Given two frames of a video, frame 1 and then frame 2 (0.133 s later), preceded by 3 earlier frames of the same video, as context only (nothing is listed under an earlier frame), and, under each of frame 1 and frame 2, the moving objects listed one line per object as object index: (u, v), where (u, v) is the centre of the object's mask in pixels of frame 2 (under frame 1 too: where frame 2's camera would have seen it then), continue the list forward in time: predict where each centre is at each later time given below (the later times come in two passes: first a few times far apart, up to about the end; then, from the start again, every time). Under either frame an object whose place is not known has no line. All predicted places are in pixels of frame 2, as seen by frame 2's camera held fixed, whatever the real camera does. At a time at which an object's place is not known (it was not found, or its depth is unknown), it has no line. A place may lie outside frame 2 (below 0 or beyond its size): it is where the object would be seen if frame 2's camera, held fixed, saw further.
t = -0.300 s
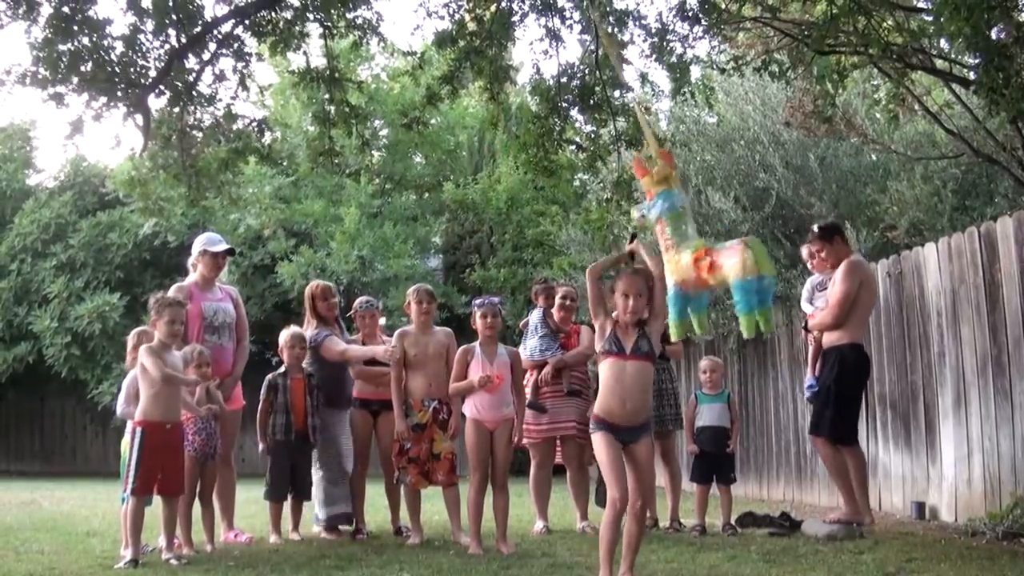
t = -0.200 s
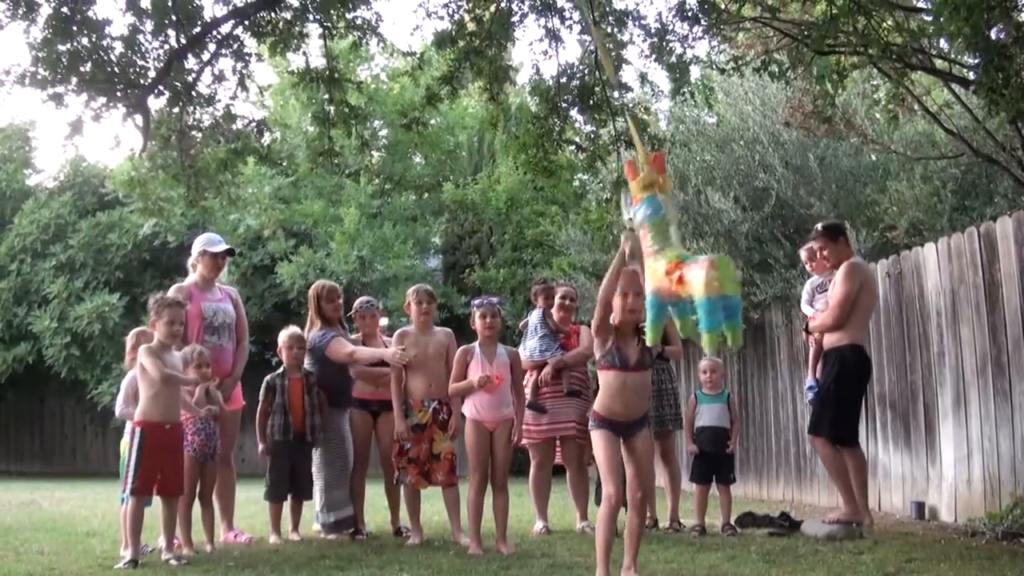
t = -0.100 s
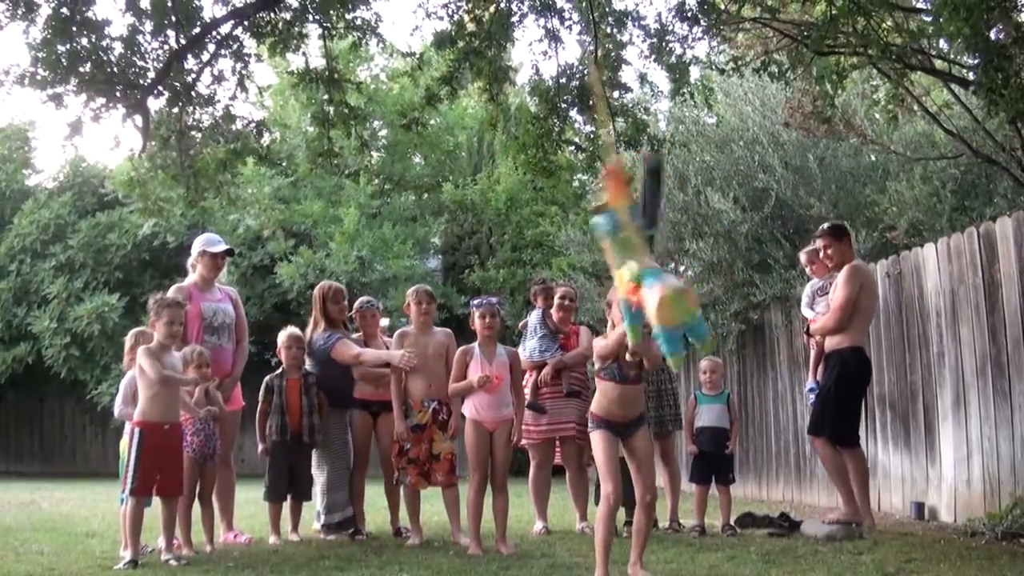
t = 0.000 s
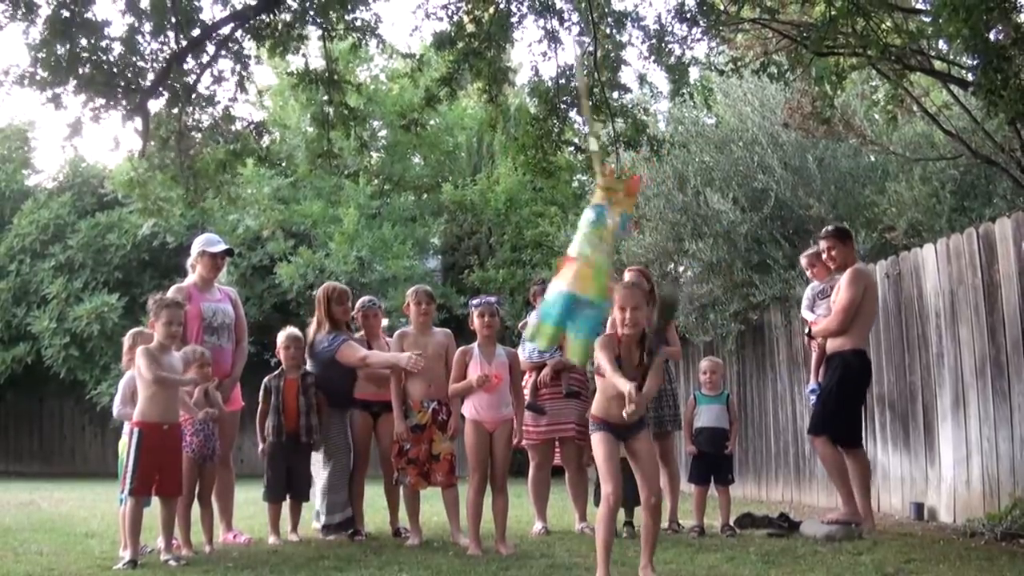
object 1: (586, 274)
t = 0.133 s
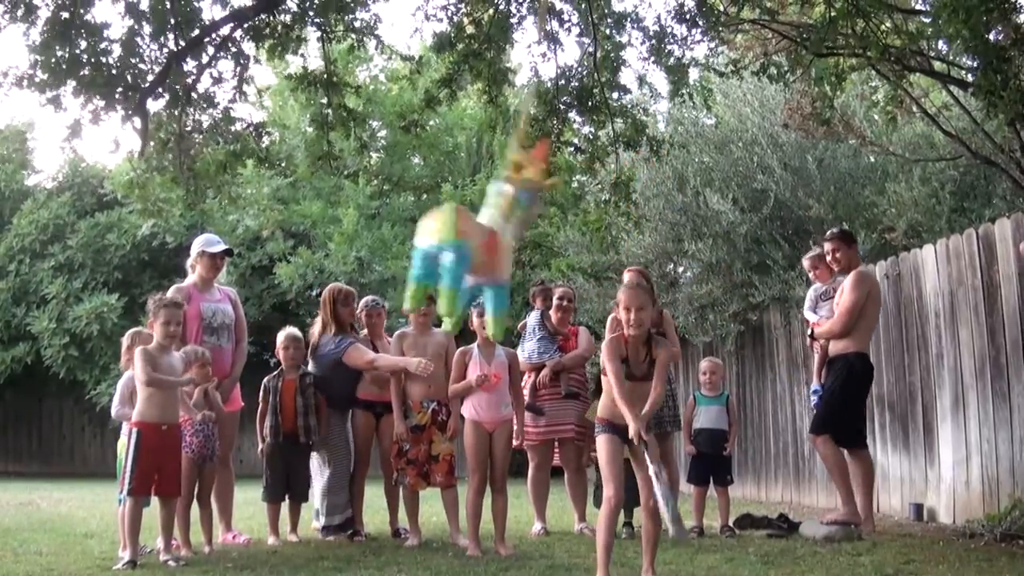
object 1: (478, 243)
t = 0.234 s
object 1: (406, 198)
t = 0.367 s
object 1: (333, 139)
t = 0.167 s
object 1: (451, 234)
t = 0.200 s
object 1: (425, 219)
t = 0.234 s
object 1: (406, 198)
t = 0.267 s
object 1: (386, 178)
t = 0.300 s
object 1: (365, 161)
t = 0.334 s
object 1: (347, 149)
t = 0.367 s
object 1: (333, 139)
